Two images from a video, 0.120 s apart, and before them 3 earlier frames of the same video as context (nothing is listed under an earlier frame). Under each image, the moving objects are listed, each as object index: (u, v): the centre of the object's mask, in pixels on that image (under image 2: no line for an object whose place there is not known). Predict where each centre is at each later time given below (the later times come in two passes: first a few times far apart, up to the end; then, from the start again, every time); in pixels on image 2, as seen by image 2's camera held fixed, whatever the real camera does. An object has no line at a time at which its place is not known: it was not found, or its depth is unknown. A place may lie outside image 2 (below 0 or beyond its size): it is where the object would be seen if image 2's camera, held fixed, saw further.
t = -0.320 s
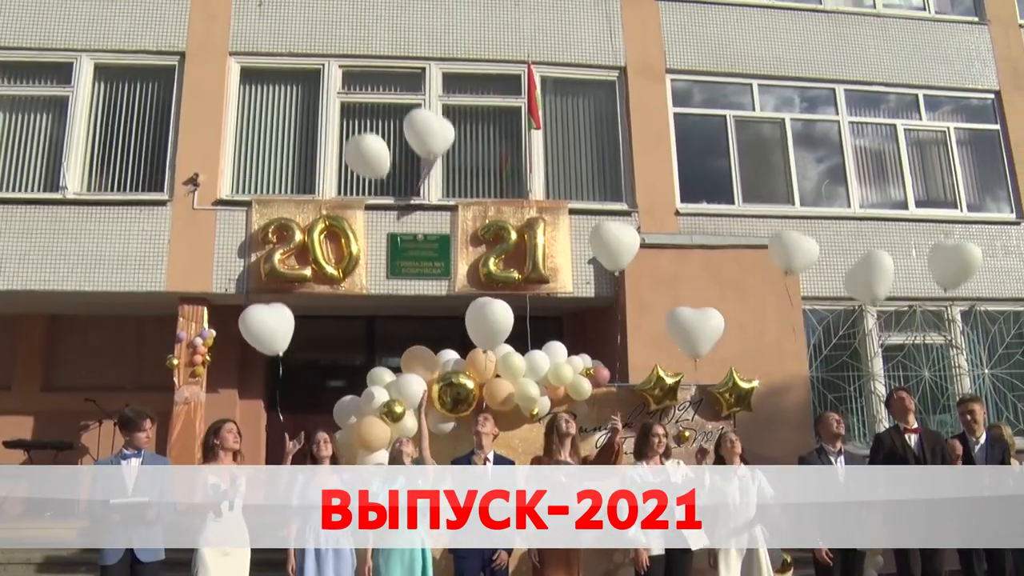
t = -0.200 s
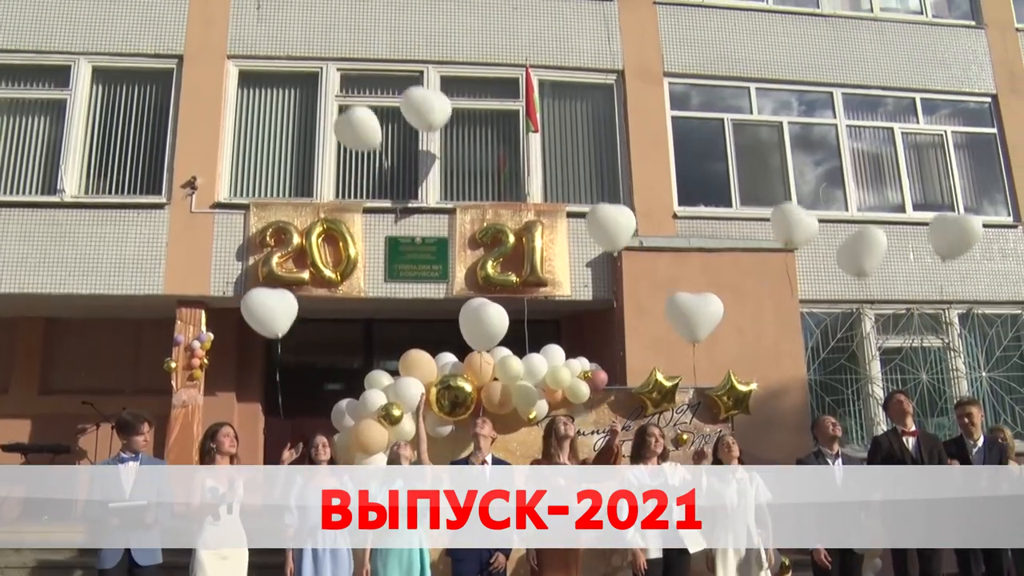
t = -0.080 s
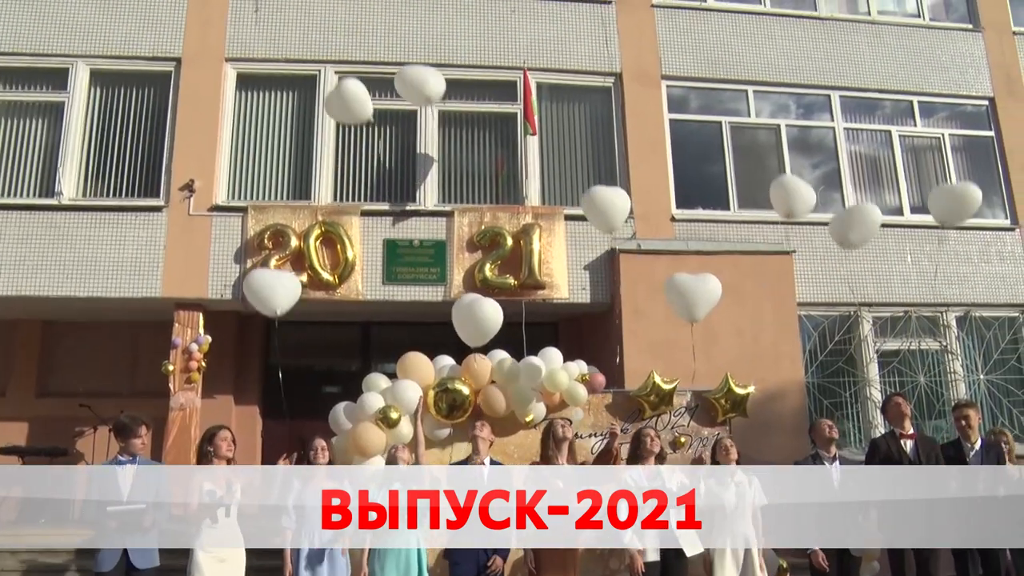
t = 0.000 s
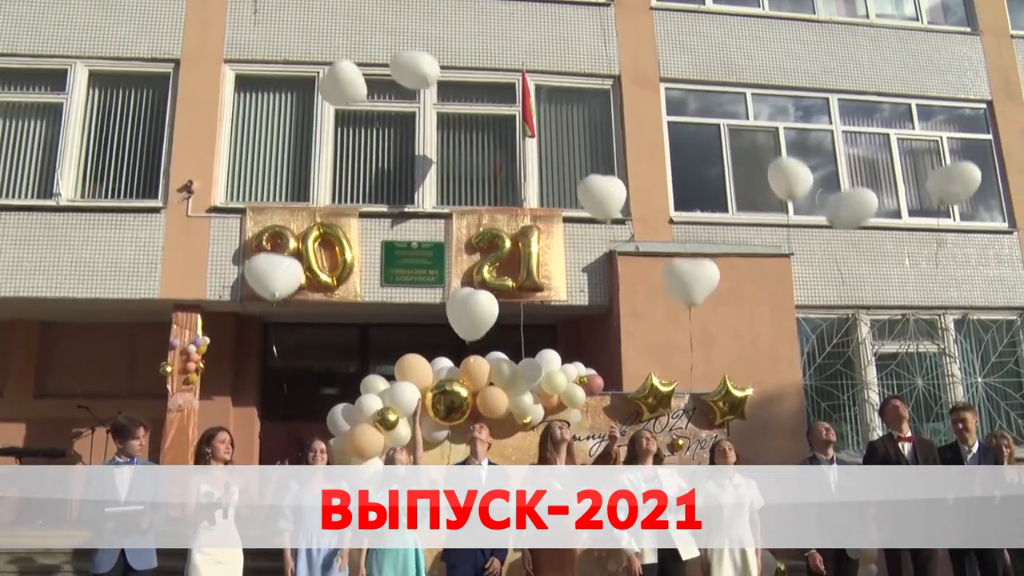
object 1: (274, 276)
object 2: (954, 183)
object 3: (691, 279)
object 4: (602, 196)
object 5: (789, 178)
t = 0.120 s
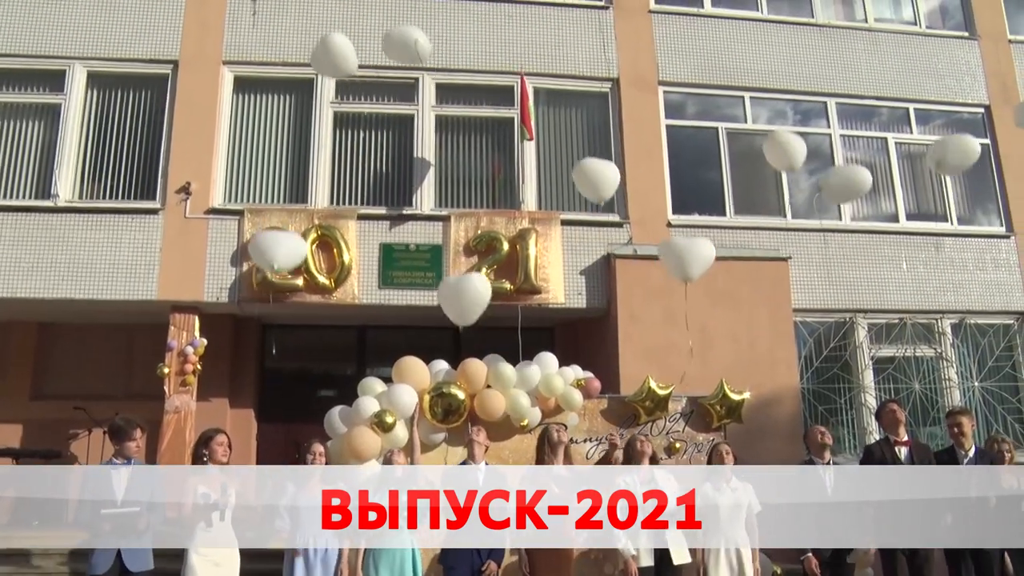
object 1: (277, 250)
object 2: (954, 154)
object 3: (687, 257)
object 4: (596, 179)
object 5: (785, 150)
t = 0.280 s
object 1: (286, 213)
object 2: (952, 118)
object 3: (682, 221)
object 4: (590, 151)
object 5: (779, 110)
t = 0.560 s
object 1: (296, 144)
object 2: (937, 80)
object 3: (671, 170)
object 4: (581, 98)
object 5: (759, 41)
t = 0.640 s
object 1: (299, 125)
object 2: (930, 72)
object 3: (669, 155)
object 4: (578, 83)
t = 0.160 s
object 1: (279, 242)
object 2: (953, 143)
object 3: (686, 247)
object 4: (595, 172)
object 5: (783, 140)
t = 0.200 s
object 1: (281, 232)
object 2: (953, 134)
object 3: (685, 238)
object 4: (593, 165)
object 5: (782, 131)
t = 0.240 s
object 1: (284, 222)
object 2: (953, 125)
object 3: (684, 230)
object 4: (592, 158)
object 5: (780, 120)
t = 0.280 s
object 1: (286, 213)
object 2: (952, 118)
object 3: (682, 221)
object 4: (590, 151)
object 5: (779, 110)
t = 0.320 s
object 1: (288, 203)
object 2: (951, 110)
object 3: (680, 214)
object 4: (589, 144)
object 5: (776, 99)
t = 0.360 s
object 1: (289, 194)
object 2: (950, 104)
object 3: (678, 206)
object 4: (587, 136)
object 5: (774, 89)
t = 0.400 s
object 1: (291, 183)
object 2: (948, 98)
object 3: (677, 199)
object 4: (586, 129)
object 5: (770, 79)
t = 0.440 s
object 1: (292, 173)
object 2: (945, 93)
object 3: (675, 192)
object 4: (584, 121)
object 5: (768, 70)
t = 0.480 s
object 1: (294, 164)
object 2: (943, 89)
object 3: (674, 185)
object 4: (583, 113)
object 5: (765, 60)
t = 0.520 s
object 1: (295, 154)
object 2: (940, 84)
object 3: (673, 177)
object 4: (582, 106)
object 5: (762, 50)
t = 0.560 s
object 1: (296, 144)
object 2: (937, 80)
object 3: (671, 170)
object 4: (581, 98)
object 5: (759, 41)
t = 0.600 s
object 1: (298, 135)
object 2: (934, 76)
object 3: (670, 162)
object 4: (580, 91)
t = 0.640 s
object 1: (299, 125)
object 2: (930, 72)
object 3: (669, 155)
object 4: (578, 83)
